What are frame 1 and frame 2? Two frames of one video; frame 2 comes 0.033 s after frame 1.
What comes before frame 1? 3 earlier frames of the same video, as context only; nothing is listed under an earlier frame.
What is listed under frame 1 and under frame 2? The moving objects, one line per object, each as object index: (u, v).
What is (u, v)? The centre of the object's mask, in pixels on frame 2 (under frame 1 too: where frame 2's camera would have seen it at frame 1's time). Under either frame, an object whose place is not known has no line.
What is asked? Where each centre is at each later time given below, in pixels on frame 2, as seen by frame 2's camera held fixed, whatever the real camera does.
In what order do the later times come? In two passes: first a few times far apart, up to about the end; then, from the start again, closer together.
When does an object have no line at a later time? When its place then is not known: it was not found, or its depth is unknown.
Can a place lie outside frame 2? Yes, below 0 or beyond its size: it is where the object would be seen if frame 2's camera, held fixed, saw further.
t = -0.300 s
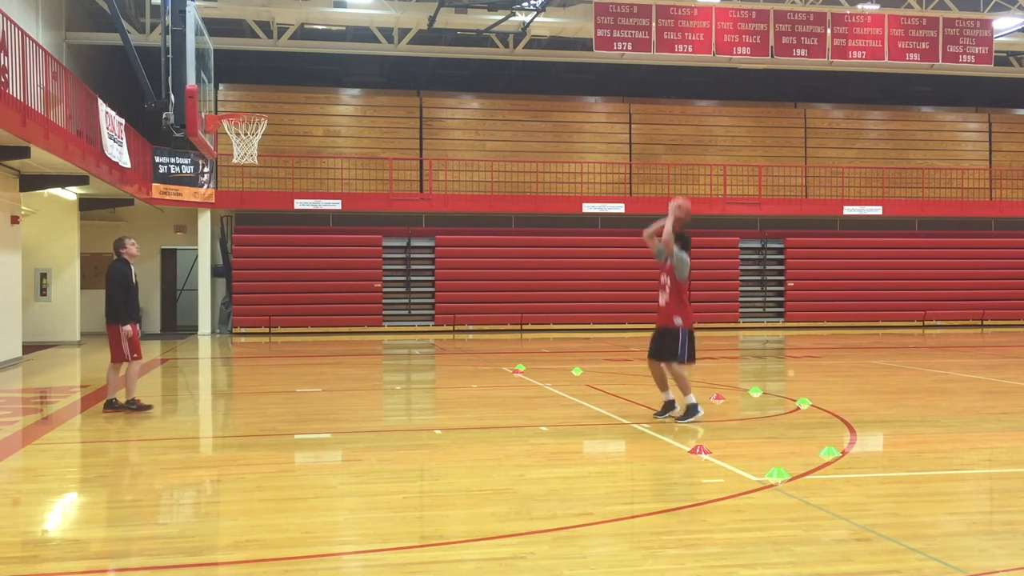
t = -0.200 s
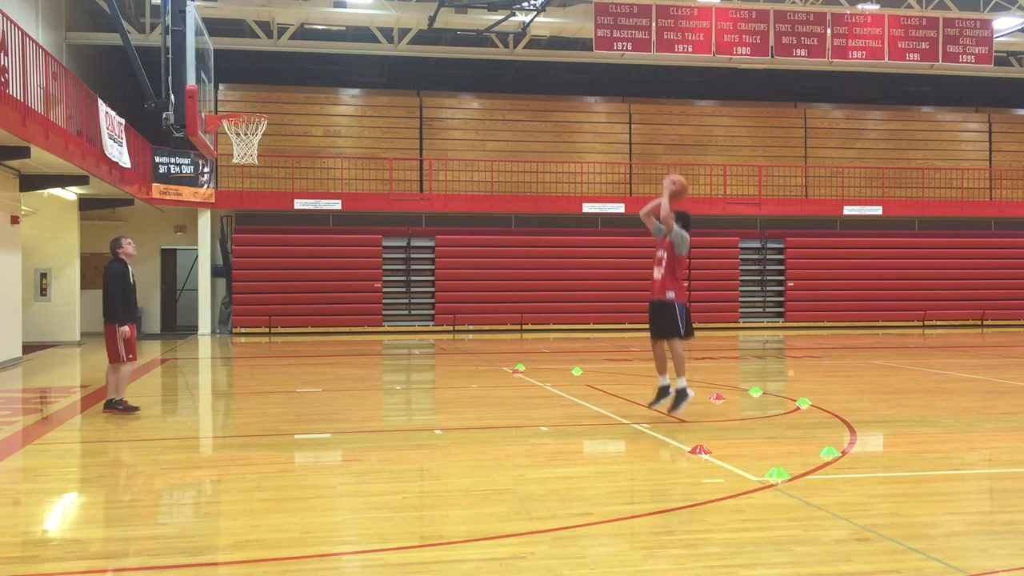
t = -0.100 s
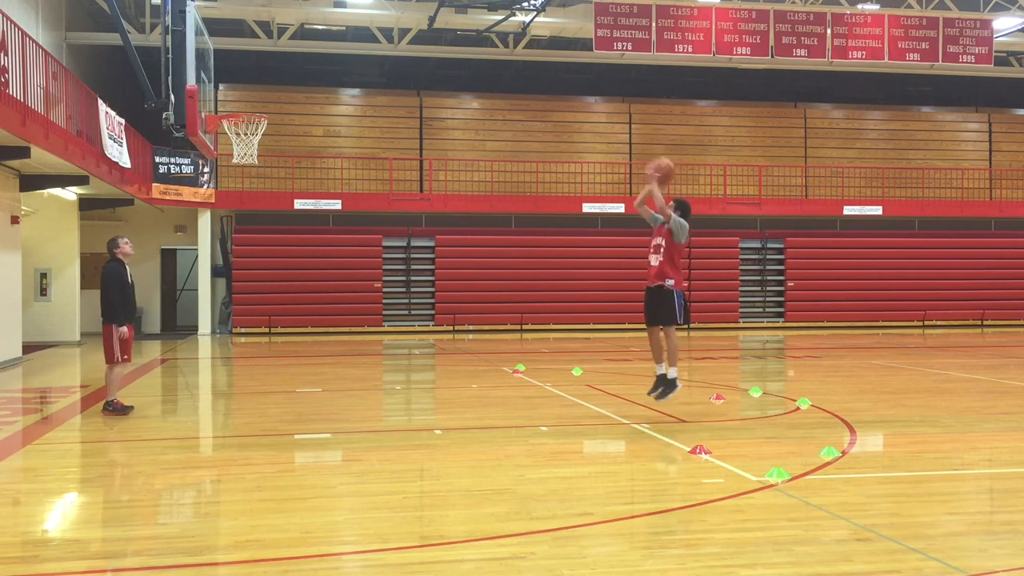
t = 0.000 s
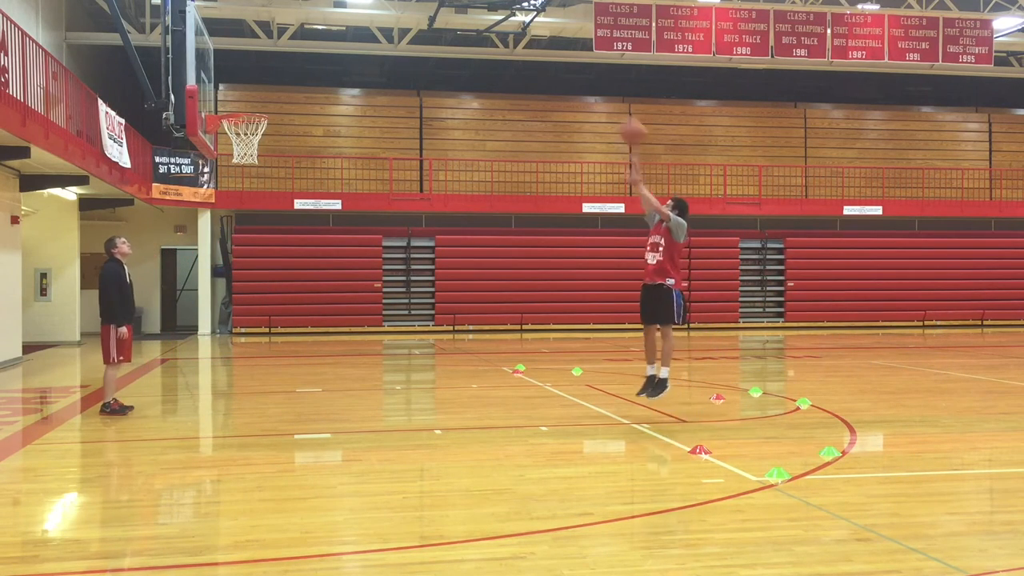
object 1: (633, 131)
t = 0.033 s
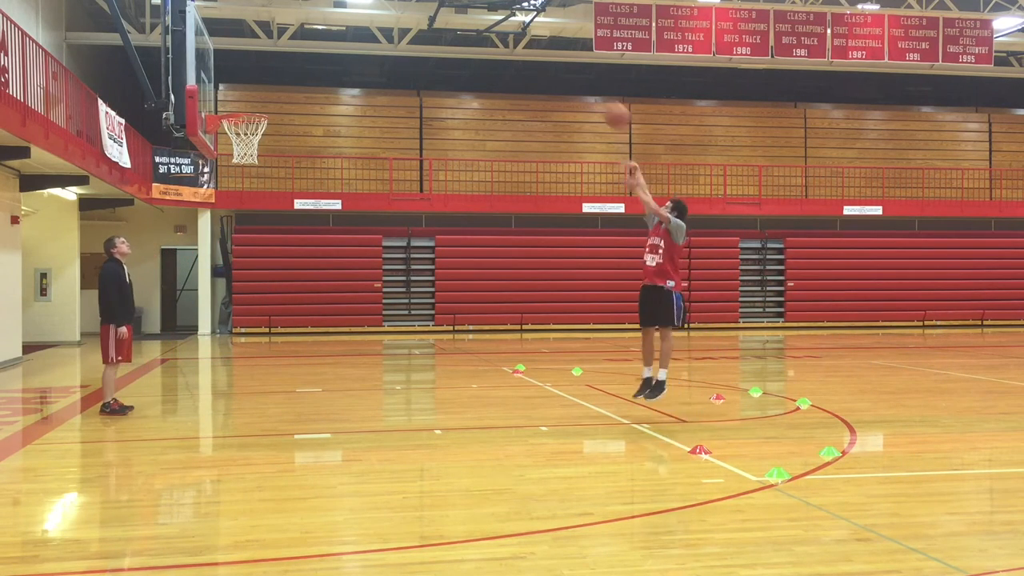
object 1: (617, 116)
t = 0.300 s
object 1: (498, 35)
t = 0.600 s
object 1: (371, 26)
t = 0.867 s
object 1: (265, 88)
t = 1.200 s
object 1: (245, 214)
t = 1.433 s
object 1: (255, 348)
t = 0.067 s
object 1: (600, 100)
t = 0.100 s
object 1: (586, 87)
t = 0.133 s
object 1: (571, 77)
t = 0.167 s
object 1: (557, 67)
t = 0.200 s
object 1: (542, 56)
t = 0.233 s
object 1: (526, 47)
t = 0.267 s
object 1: (511, 39)
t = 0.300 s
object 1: (498, 35)
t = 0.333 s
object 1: (483, 31)
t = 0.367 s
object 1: (468, 26)
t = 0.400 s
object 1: (453, 21)
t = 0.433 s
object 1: (439, 20)
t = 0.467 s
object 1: (426, 19)
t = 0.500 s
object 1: (413, 18)
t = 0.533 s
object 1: (398, 20)
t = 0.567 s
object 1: (384, 22)
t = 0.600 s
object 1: (371, 26)
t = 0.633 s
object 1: (358, 31)
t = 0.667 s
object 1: (345, 35)
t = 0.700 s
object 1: (331, 41)
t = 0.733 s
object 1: (318, 50)
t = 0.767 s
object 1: (304, 58)
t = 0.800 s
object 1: (291, 68)
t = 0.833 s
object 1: (278, 76)
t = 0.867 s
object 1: (265, 88)
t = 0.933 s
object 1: (241, 109)
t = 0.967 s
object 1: (235, 125)
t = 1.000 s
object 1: (231, 132)
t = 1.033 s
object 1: (237, 157)
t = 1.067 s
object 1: (235, 162)
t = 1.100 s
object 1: (238, 173)
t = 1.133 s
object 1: (240, 186)
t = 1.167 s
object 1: (243, 199)
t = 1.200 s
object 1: (245, 214)
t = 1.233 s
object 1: (245, 231)
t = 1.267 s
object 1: (249, 247)
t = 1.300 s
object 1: (250, 266)
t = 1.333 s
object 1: (252, 283)
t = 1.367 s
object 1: (253, 304)
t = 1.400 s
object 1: (255, 324)
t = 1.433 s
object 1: (255, 348)
